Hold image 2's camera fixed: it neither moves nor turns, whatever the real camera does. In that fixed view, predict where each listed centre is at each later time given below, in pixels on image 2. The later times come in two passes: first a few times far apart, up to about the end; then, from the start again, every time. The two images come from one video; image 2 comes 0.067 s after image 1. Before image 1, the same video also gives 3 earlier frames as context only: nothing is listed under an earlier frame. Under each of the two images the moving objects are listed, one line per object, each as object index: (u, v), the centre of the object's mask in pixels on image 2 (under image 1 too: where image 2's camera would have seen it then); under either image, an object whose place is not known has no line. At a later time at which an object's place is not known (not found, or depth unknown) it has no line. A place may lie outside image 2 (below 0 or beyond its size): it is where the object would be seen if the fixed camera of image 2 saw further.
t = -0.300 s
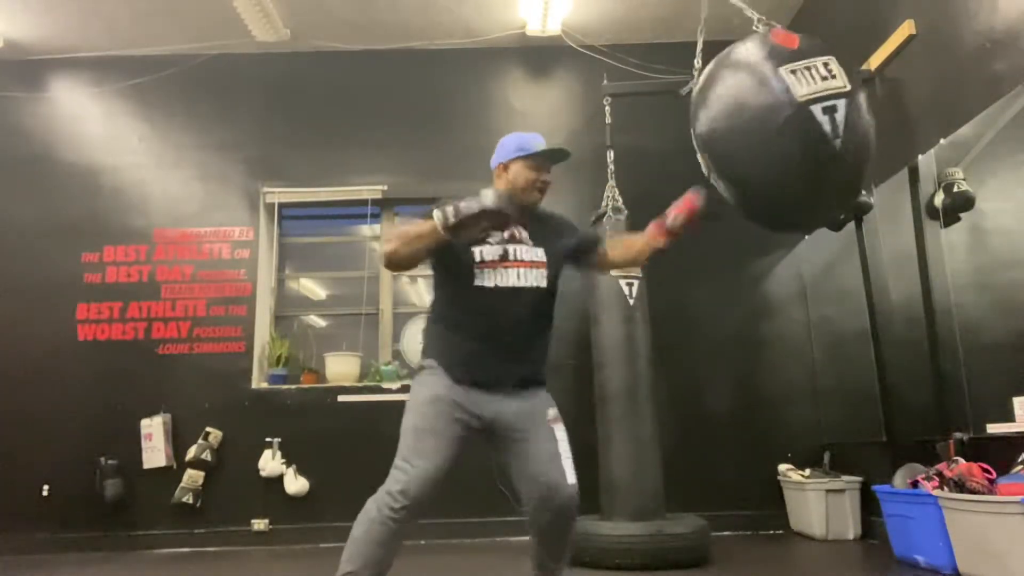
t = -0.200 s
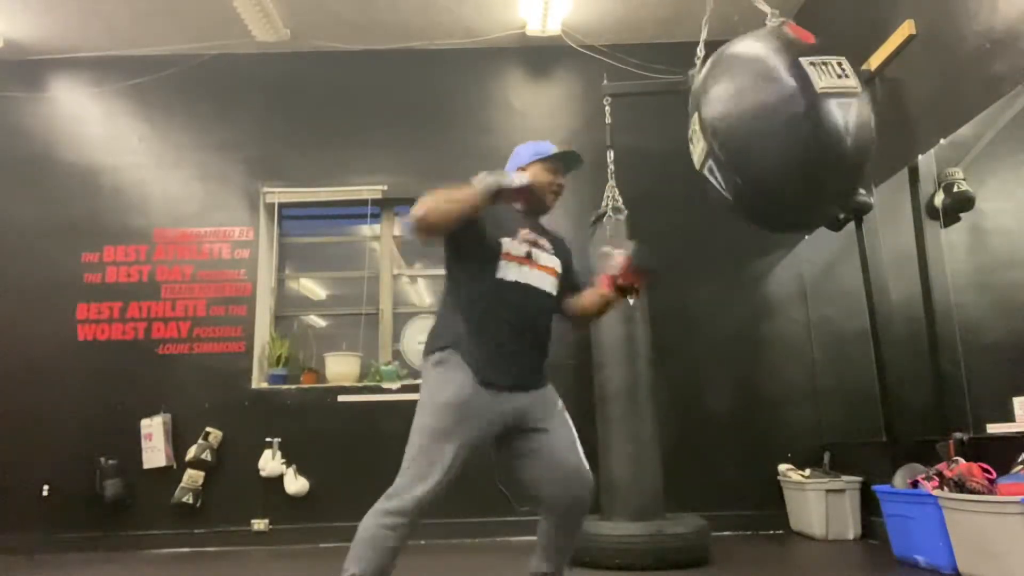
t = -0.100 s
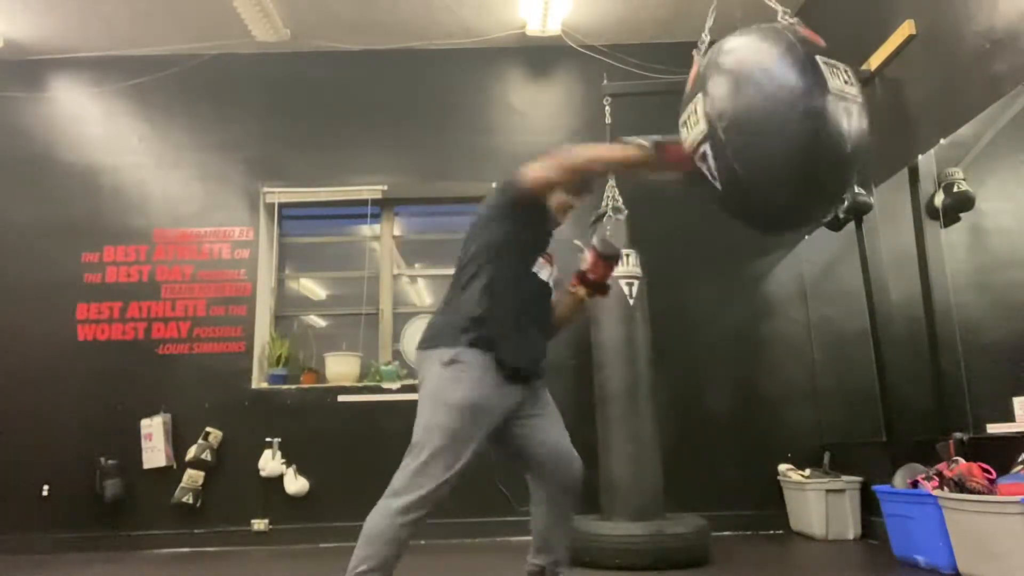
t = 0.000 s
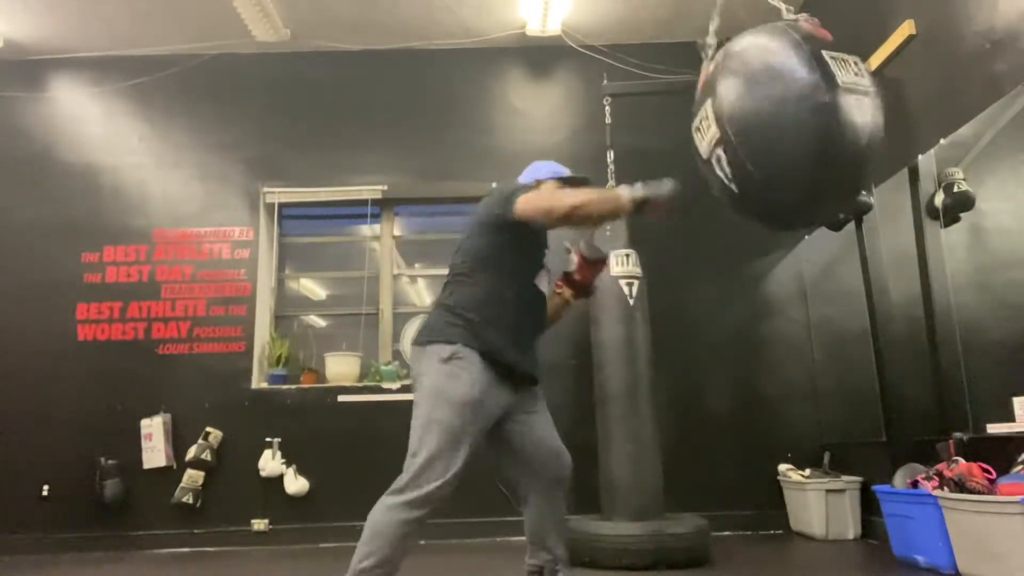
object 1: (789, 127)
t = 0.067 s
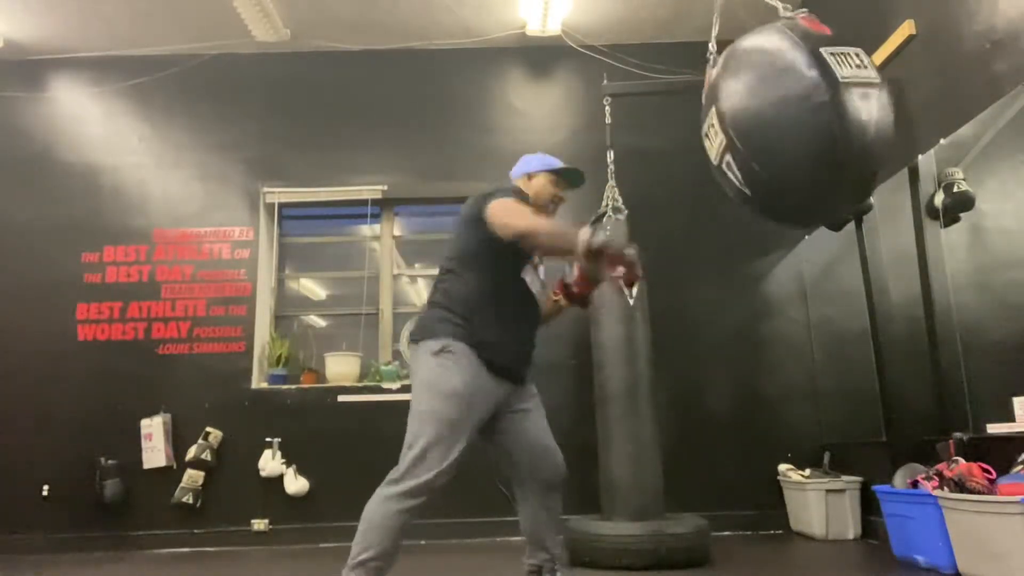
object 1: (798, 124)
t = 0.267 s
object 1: (808, 122)
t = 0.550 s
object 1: (770, 136)
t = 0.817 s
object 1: (698, 146)
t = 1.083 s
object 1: (634, 142)
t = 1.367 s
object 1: (611, 136)
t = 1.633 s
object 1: (644, 136)
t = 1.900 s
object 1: (713, 133)
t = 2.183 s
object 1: (781, 125)
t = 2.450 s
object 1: (803, 124)
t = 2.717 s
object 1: (771, 134)
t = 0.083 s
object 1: (800, 123)
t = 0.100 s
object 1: (802, 122)
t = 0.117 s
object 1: (803, 122)
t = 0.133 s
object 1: (804, 122)
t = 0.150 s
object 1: (805, 122)
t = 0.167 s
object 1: (806, 122)
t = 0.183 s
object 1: (807, 122)
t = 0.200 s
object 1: (808, 122)
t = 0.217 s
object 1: (808, 122)
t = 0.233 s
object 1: (809, 122)
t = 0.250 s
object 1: (809, 122)
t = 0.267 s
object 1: (808, 122)
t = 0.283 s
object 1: (808, 123)
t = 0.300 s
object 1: (808, 123)
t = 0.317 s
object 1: (806, 123)
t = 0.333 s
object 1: (805, 124)
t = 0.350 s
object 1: (803, 125)
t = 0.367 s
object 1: (802, 126)
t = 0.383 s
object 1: (800, 127)
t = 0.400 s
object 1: (797, 127)
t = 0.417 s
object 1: (795, 129)
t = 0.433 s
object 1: (793, 131)
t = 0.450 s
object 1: (791, 132)
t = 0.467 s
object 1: (788, 132)
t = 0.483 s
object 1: (784, 131)
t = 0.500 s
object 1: (780, 132)
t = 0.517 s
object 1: (776, 133)
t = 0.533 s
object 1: (773, 134)
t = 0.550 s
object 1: (770, 136)
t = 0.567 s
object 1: (765, 138)
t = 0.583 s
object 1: (763, 138)
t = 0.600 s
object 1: (758, 140)
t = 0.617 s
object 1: (754, 141)
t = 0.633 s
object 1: (751, 140)
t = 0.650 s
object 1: (746, 141)
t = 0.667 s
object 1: (741, 141)
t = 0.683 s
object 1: (737, 142)
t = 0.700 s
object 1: (733, 142)
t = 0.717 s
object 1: (728, 143)
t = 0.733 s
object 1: (723, 143)
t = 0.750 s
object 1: (718, 144)
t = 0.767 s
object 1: (714, 145)
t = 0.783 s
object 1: (709, 146)
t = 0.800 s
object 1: (703, 146)
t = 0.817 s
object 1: (698, 146)
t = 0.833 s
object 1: (693, 146)
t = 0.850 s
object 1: (689, 146)
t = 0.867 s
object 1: (685, 146)
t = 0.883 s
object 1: (680, 147)
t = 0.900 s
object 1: (676, 146)
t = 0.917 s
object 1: (671, 147)
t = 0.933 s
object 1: (667, 146)
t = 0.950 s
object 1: (662, 146)
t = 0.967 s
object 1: (659, 145)
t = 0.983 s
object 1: (655, 145)
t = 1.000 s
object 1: (651, 145)
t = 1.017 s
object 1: (647, 145)
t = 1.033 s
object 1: (644, 145)
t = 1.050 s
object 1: (640, 144)
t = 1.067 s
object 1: (637, 143)
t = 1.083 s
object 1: (634, 142)
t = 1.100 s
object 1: (632, 142)
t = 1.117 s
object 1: (630, 141)
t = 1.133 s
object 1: (627, 141)
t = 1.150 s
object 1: (624, 141)
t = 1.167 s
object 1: (622, 141)
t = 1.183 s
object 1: (620, 141)
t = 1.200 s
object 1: (618, 140)
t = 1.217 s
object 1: (616, 140)
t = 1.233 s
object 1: (616, 140)
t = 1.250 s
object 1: (614, 139)
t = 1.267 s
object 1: (613, 138)
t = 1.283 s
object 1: (612, 137)
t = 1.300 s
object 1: (611, 137)
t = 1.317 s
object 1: (611, 137)
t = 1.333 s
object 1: (610, 137)
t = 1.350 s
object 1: (610, 137)
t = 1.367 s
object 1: (611, 136)
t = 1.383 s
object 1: (612, 135)
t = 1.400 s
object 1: (612, 136)
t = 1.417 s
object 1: (613, 136)
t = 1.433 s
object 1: (615, 135)
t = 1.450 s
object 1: (616, 134)
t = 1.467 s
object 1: (617, 135)
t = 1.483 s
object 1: (619, 135)
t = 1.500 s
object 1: (621, 135)
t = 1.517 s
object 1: (623, 135)
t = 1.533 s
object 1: (625, 135)
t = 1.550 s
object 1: (627, 135)
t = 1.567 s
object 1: (630, 135)
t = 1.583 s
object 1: (633, 135)
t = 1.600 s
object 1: (637, 136)
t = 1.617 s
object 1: (641, 136)
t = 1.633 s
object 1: (644, 136)
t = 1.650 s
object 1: (646, 136)
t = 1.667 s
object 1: (650, 135)
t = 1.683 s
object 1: (654, 134)
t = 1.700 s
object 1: (660, 134)
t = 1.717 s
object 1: (663, 135)
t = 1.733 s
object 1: (667, 136)
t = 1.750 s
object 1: (672, 135)
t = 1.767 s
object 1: (677, 135)
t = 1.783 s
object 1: (681, 135)
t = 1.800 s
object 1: (685, 135)
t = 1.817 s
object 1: (689, 134)
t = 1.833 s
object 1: (695, 134)
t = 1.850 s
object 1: (699, 134)
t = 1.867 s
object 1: (704, 133)
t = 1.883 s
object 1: (708, 133)
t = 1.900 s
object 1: (713, 133)
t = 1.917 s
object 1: (718, 133)
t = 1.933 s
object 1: (723, 132)
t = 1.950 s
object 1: (727, 132)
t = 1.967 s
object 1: (731, 132)
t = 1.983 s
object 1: (736, 132)
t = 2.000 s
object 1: (740, 132)
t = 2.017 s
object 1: (745, 131)
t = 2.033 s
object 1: (749, 130)
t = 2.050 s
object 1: (753, 130)
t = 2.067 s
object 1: (757, 129)
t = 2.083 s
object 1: (761, 128)
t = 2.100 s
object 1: (764, 128)
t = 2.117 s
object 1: (768, 127)
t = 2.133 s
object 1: (772, 127)
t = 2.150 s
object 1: (775, 126)
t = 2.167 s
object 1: (778, 126)
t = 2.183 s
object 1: (781, 125)
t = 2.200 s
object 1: (784, 125)
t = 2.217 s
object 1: (787, 124)
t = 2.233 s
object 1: (791, 126)
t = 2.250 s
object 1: (793, 125)
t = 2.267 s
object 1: (795, 124)
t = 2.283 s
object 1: (796, 124)
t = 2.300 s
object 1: (798, 123)
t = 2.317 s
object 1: (800, 123)
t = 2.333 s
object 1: (801, 122)
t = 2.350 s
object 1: (802, 123)
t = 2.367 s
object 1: (802, 123)
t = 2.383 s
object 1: (802, 123)
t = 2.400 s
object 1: (802, 123)
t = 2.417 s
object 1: (803, 124)
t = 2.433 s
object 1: (803, 124)
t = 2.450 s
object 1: (803, 124)
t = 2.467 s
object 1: (802, 124)
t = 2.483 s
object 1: (801, 125)
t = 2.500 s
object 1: (800, 125)
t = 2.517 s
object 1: (799, 126)
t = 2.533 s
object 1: (798, 126)
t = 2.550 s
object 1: (797, 127)
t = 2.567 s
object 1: (795, 128)
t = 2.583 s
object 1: (793, 129)
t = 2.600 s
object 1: (791, 130)
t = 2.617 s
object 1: (790, 131)
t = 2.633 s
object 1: (787, 132)
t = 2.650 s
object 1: (783, 132)
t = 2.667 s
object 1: (779, 131)
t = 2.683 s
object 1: (777, 132)
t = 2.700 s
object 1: (774, 133)
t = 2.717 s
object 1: (771, 134)
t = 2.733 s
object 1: (767, 136)
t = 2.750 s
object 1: (762, 136)
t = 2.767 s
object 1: (758, 137)
